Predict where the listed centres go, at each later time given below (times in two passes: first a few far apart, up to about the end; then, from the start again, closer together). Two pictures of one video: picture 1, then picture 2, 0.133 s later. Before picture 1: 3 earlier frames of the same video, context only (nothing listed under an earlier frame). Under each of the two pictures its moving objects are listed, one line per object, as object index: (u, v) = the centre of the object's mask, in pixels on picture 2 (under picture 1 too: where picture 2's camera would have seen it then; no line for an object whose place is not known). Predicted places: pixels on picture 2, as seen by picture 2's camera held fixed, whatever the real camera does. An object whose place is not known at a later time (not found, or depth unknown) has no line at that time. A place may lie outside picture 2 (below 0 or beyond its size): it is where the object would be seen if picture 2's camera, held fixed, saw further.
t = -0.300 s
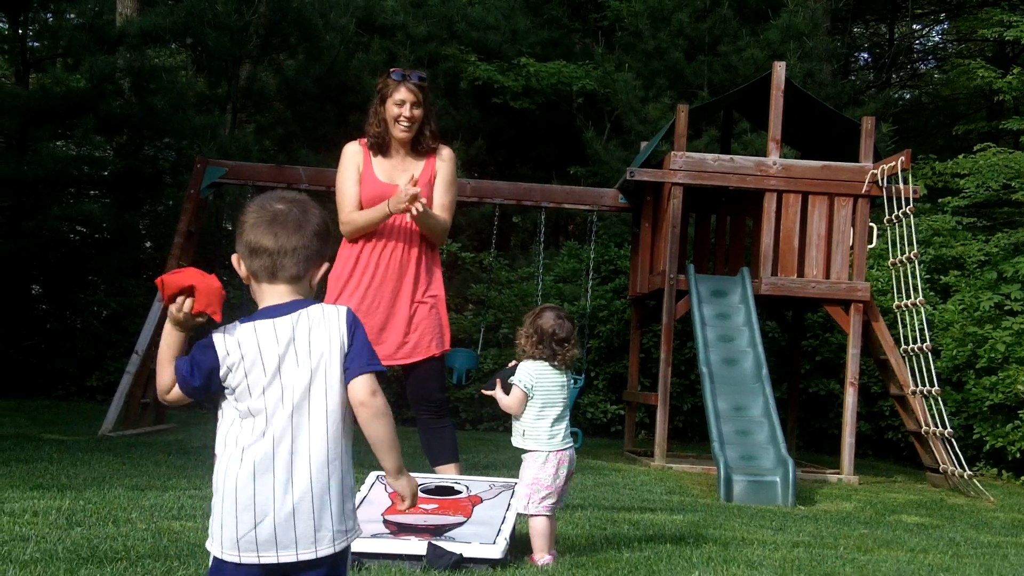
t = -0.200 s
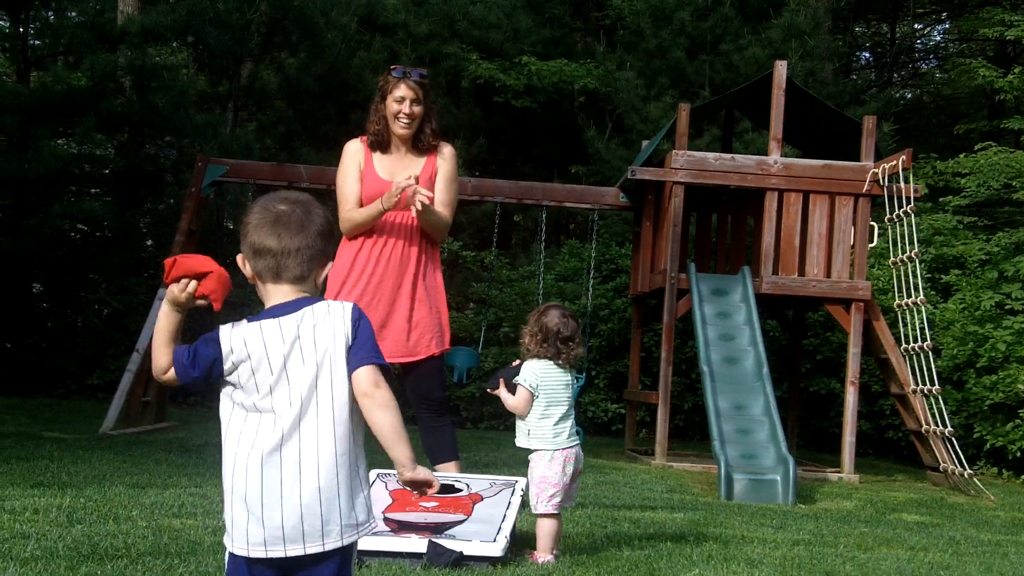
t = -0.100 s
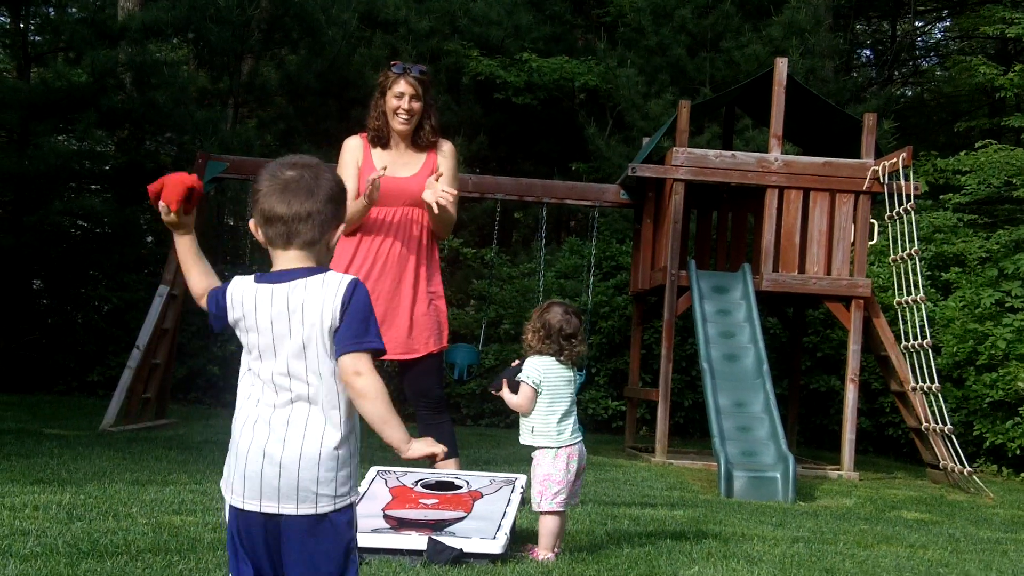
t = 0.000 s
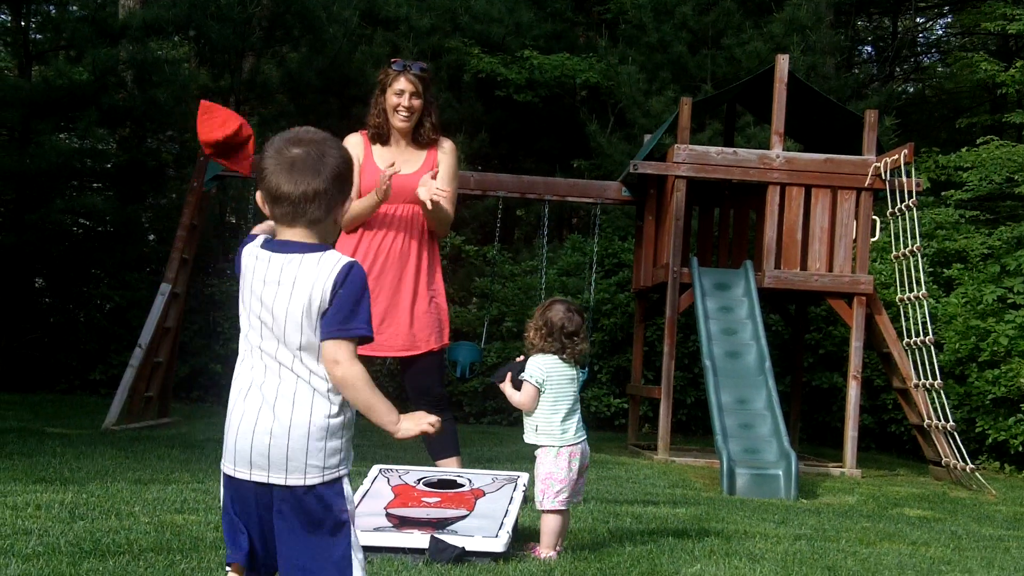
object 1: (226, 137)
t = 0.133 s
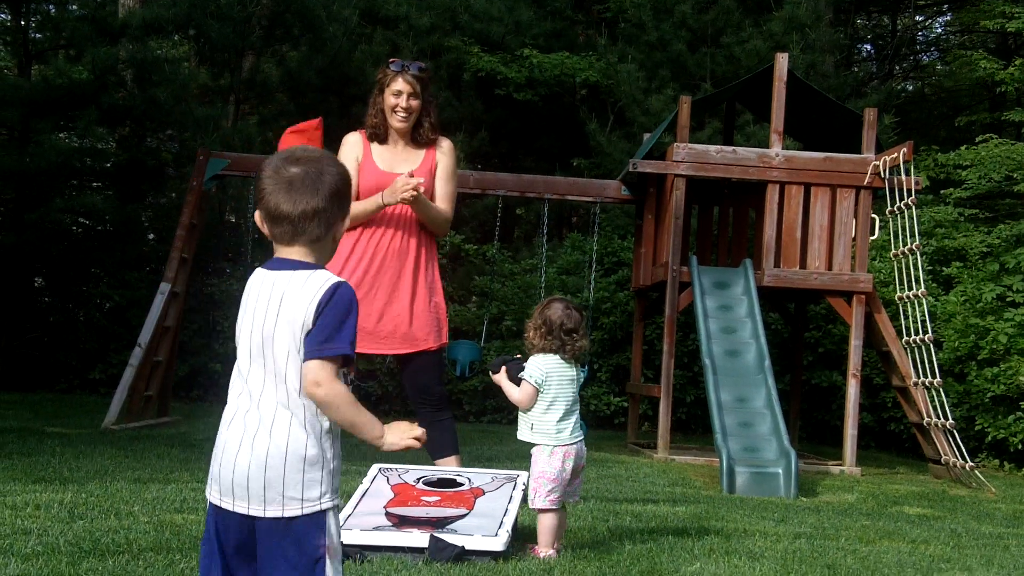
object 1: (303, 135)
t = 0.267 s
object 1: (359, 233)
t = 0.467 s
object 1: (405, 430)
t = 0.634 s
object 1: (437, 475)
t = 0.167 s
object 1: (318, 144)
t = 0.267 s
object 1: (359, 233)
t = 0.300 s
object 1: (362, 257)
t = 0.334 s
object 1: (372, 287)
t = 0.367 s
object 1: (381, 320)
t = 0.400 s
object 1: (391, 355)
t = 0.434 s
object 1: (398, 392)
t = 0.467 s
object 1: (405, 430)
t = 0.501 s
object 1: (412, 472)
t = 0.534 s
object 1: (413, 480)
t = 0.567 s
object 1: (422, 475)
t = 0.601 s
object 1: (431, 474)
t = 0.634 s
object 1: (437, 475)
